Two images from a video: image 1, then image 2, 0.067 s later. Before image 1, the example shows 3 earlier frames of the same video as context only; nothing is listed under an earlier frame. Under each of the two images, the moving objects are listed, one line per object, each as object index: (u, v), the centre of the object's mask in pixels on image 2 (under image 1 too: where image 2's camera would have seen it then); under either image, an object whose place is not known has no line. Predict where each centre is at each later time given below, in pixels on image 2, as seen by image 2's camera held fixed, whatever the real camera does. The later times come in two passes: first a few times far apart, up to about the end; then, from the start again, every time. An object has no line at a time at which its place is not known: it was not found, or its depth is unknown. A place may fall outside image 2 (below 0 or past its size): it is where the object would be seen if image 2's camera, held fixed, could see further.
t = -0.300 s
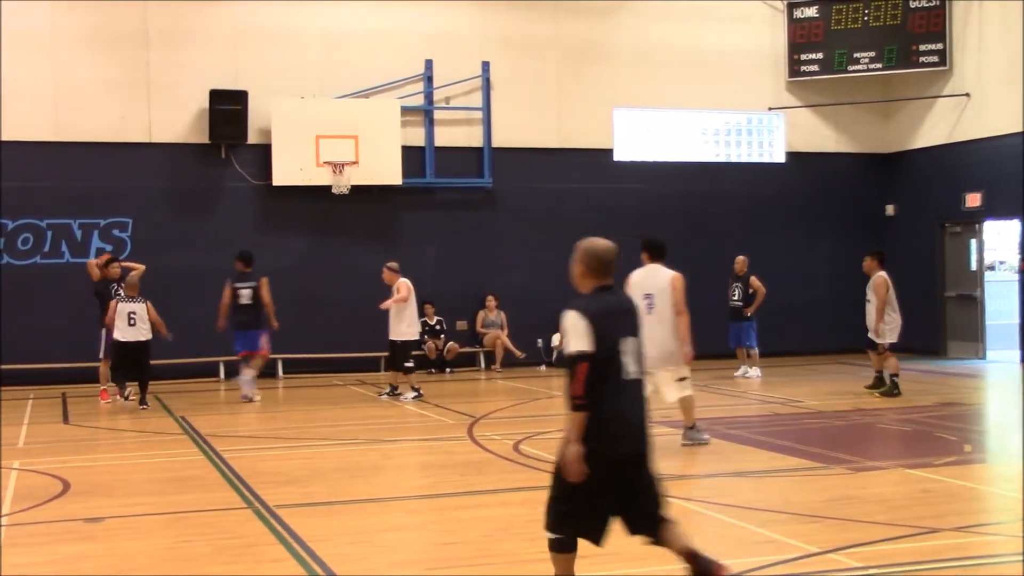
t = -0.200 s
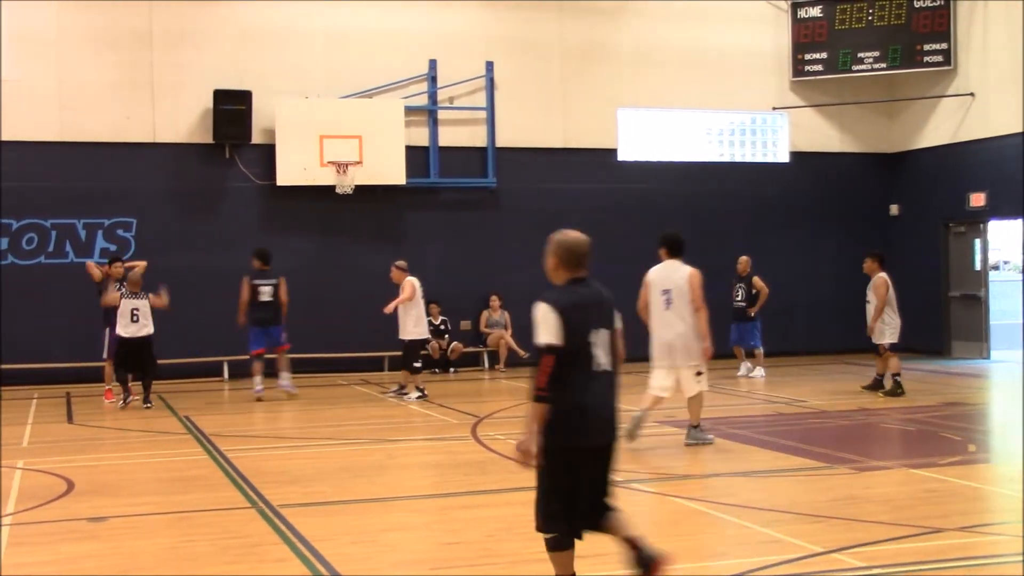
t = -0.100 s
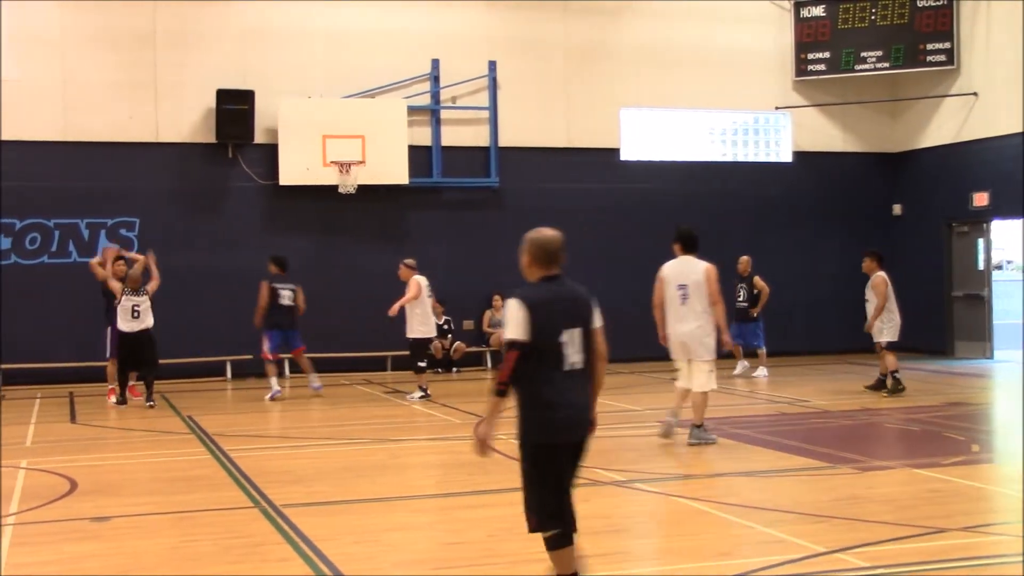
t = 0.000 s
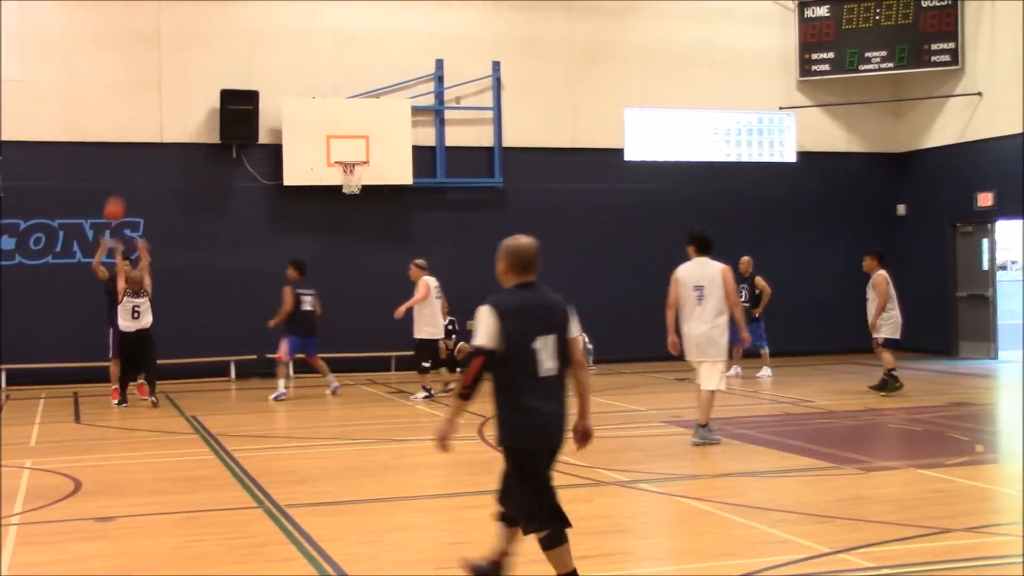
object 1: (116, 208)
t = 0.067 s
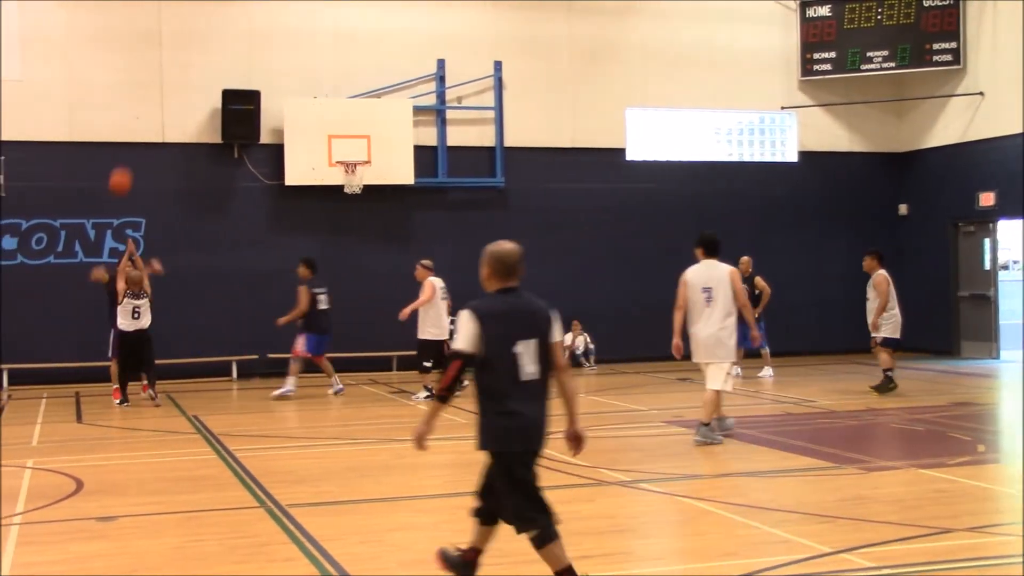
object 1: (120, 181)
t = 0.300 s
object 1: (140, 95)
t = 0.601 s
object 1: (180, 44)
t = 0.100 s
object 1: (123, 167)
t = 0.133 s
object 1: (125, 155)
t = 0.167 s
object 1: (127, 141)
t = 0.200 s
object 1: (131, 127)
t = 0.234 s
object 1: (134, 116)
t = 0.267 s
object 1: (137, 105)
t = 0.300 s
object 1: (140, 95)
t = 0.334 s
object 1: (143, 85)
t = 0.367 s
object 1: (147, 76)
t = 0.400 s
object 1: (151, 69)
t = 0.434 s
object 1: (155, 62)
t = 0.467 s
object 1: (159, 56)
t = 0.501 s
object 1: (164, 51)
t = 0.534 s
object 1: (169, 48)
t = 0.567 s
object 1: (174, 45)
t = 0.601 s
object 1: (180, 44)
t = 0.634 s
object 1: (186, 44)
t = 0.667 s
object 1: (191, 46)
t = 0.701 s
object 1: (198, 49)
